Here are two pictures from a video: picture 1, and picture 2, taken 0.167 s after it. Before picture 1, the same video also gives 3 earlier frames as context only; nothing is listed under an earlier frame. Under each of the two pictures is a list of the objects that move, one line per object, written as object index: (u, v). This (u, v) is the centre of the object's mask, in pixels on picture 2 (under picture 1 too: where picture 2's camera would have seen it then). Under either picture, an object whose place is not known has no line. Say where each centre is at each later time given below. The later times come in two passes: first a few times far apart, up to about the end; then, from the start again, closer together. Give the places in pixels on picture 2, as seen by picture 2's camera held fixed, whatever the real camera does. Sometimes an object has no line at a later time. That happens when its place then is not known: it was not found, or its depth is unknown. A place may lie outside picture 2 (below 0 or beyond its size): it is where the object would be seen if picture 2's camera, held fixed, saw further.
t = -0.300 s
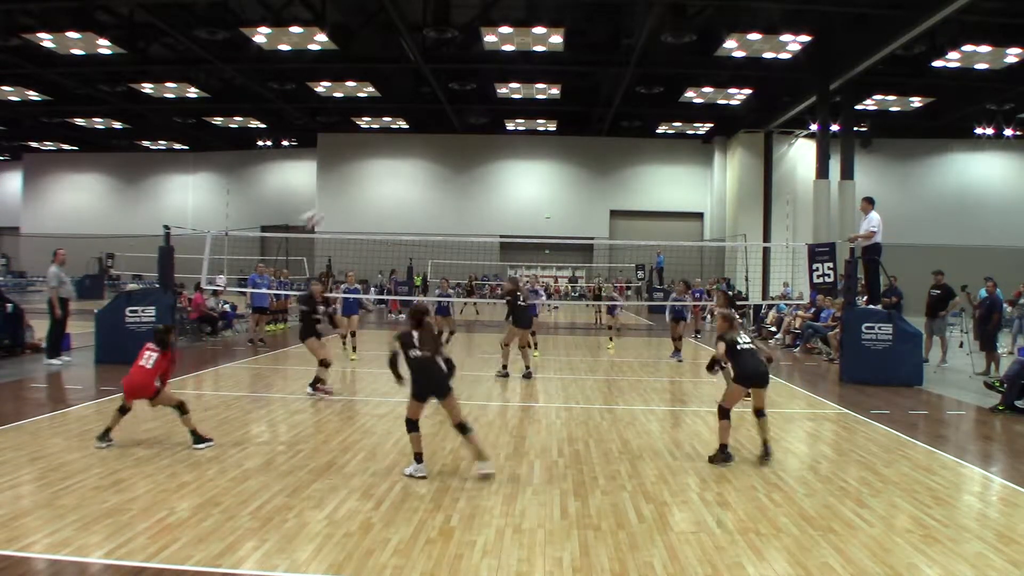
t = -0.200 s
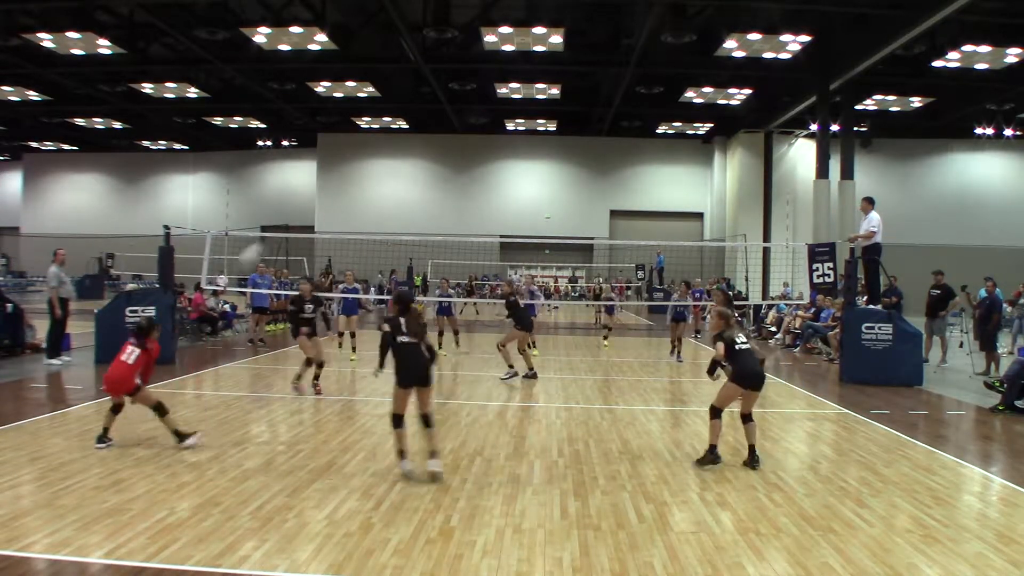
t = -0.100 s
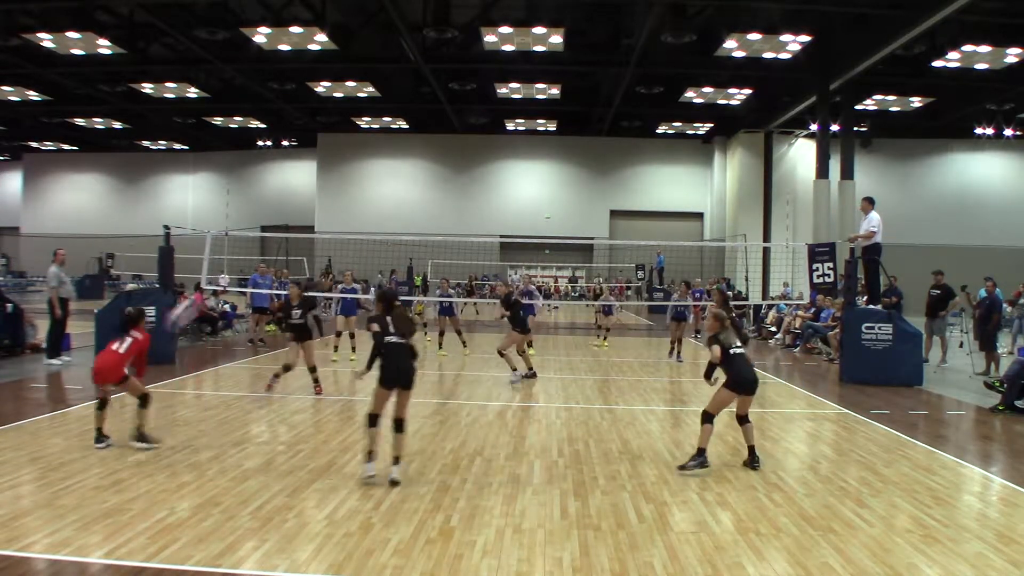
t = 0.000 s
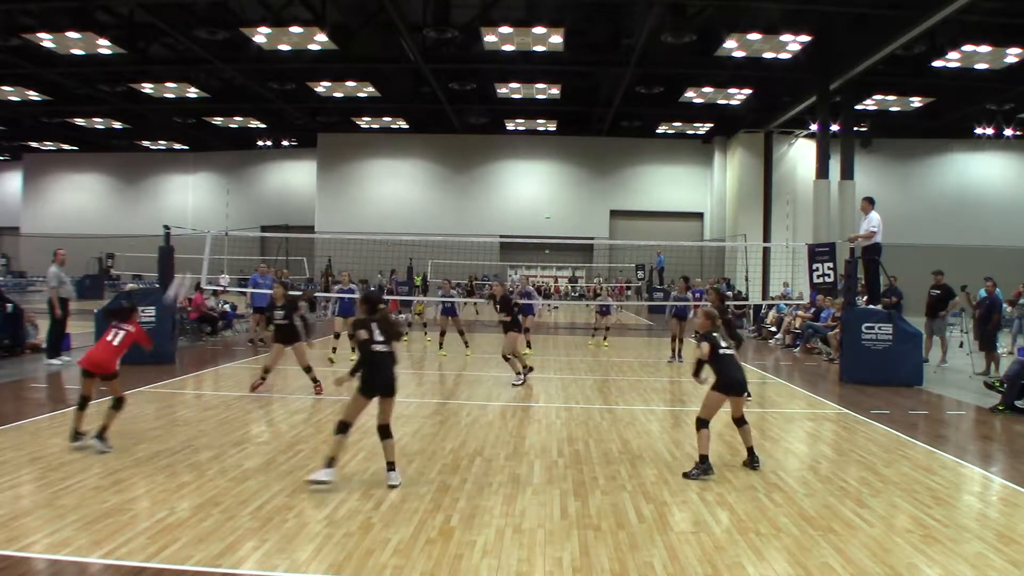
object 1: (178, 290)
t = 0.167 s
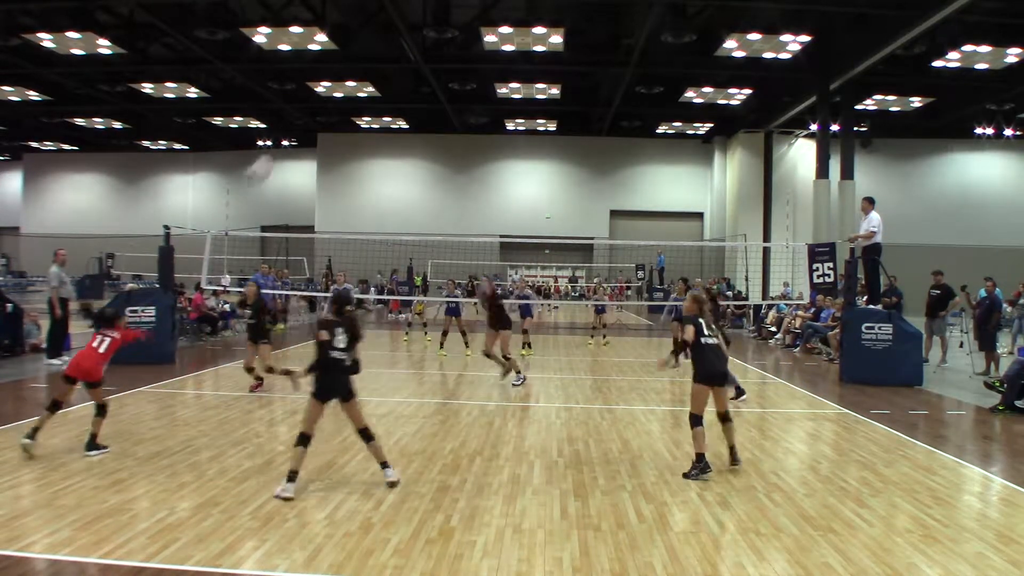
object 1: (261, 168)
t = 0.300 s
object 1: (313, 107)
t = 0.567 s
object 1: (406, 43)
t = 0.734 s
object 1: (454, 37)
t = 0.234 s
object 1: (289, 133)
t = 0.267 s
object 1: (301, 119)
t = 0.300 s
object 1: (313, 107)
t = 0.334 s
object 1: (324, 97)
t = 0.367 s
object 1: (340, 78)
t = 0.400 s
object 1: (352, 72)
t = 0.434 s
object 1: (363, 65)
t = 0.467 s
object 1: (374, 58)
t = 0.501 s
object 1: (385, 52)
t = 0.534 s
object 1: (396, 46)
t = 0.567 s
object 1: (406, 43)
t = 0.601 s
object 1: (416, 40)
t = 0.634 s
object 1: (426, 38)
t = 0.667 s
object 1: (435, 37)
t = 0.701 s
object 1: (445, 37)
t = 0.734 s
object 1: (454, 37)
